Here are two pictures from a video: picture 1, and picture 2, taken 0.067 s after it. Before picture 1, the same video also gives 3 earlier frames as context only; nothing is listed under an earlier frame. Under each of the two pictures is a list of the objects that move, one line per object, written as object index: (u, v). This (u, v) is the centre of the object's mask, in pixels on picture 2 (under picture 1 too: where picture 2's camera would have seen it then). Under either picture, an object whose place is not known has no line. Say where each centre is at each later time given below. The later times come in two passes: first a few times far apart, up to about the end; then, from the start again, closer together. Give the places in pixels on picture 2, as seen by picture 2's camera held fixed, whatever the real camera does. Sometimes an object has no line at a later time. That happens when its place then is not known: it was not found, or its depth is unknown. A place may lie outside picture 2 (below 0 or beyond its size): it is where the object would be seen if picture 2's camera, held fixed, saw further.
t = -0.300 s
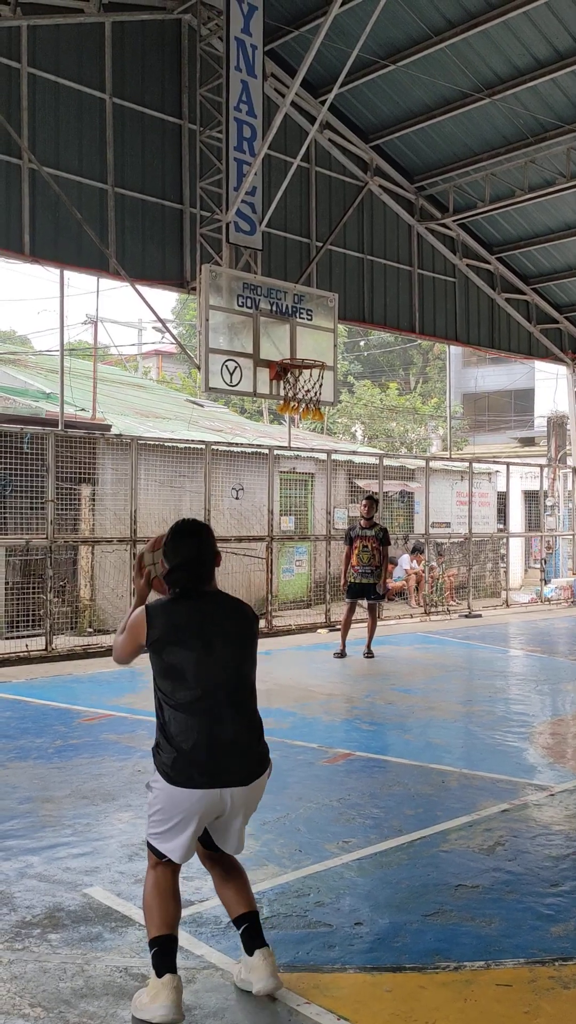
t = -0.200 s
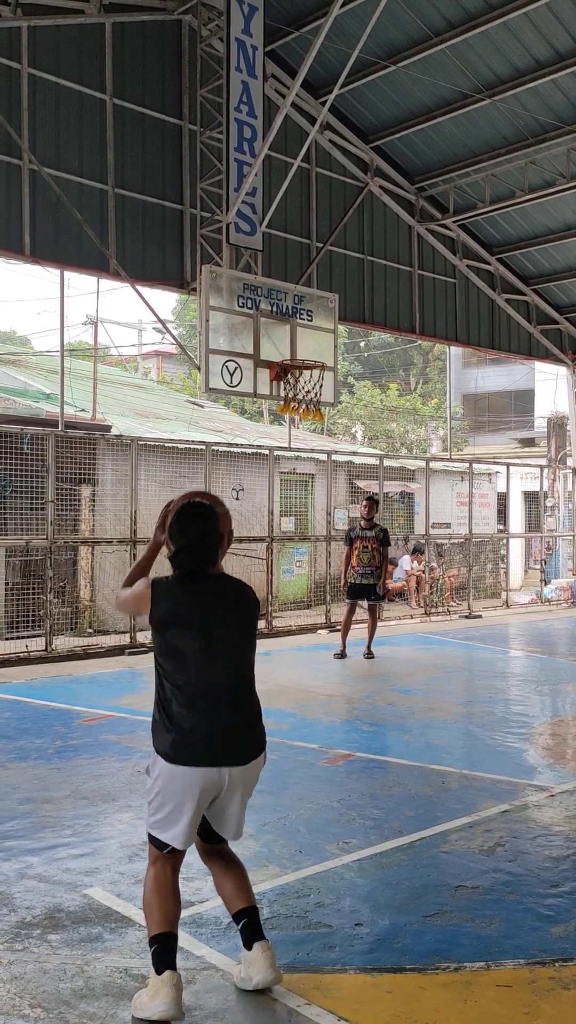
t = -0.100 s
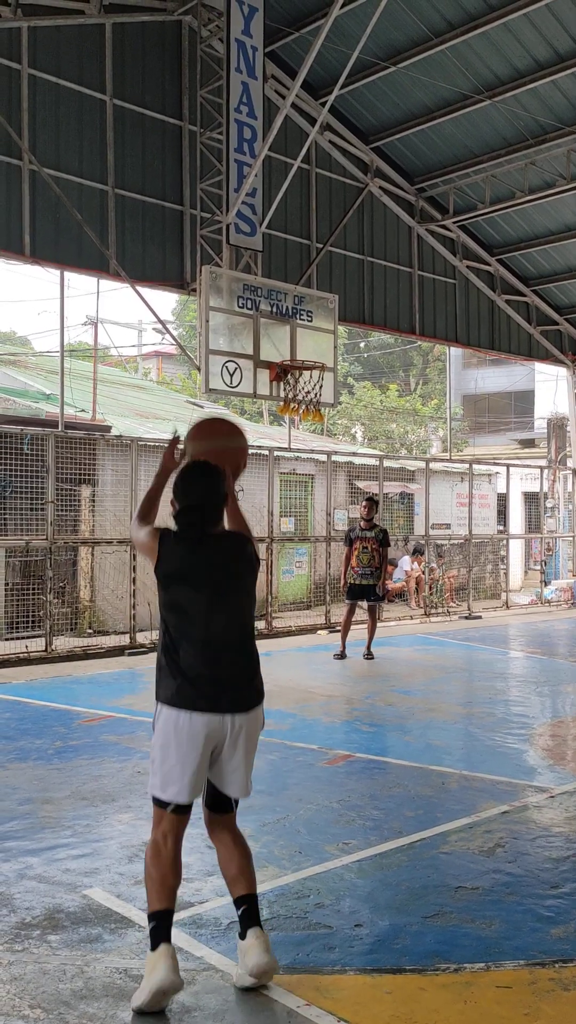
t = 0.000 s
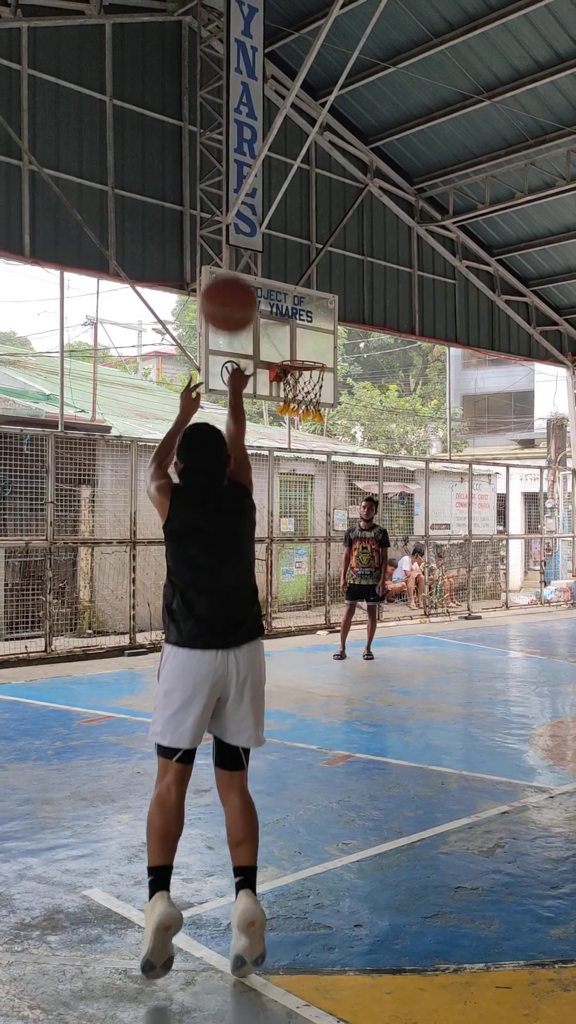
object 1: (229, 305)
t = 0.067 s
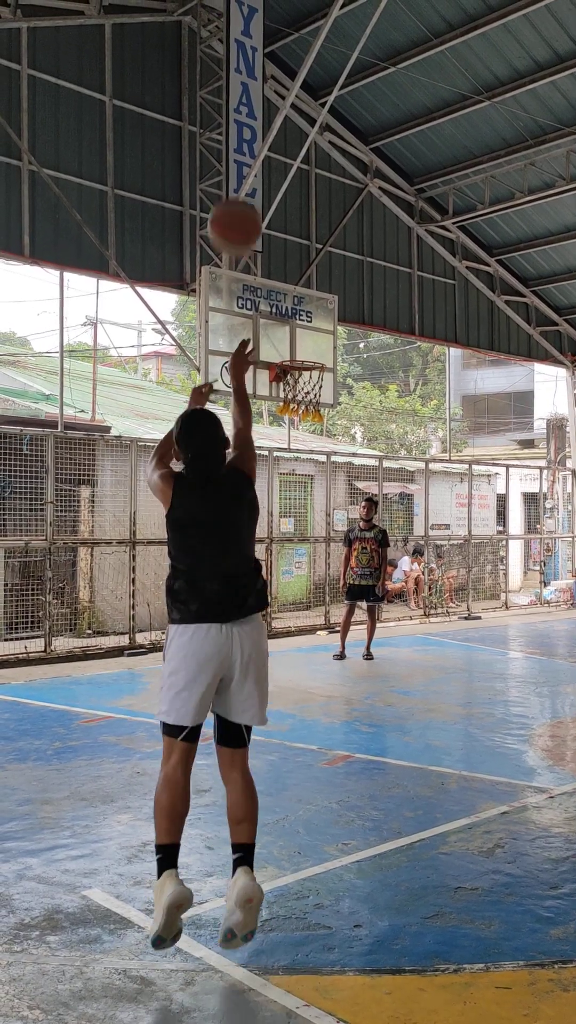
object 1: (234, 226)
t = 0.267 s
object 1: (252, 99)
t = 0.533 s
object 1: (266, 76)
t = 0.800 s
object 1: (275, 147)
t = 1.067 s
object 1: (280, 269)
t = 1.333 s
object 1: (308, 333)
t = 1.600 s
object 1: (367, 330)
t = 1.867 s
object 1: (418, 387)
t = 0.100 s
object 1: (238, 196)
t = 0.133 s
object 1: (241, 170)
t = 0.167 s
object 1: (244, 147)
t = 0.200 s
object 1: (247, 128)
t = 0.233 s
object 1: (249, 112)
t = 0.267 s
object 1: (252, 99)
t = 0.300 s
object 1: (254, 90)
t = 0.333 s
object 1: (256, 81)
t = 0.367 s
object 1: (258, 76)
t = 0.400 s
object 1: (260, 72)
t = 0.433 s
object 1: (262, 71)
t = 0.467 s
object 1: (263, 71)
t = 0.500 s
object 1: (264, 73)
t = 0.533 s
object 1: (266, 76)
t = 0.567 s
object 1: (267, 82)
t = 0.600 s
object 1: (268, 88)
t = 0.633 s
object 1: (269, 95)
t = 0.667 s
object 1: (270, 103)
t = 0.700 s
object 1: (272, 113)
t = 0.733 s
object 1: (273, 124)
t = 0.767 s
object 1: (274, 135)
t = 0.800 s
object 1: (275, 147)
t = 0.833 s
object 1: (276, 160)
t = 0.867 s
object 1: (276, 174)
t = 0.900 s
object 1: (277, 189)
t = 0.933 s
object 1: (278, 204)
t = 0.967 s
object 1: (278, 219)
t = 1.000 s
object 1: (279, 236)
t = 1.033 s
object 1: (279, 252)
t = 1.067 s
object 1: (280, 269)
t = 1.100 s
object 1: (281, 287)
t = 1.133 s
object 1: (282, 305)
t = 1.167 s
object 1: (281, 324)
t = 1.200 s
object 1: (282, 343)
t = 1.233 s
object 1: (285, 352)
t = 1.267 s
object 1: (293, 345)
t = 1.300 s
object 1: (301, 338)
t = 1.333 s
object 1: (308, 333)
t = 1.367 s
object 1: (316, 329)
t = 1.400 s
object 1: (324, 326)
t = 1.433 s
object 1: (331, 324)
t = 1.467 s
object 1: (339, 323)
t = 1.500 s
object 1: (346, 324)
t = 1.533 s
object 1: (353, 325)
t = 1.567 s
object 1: (360, 328)
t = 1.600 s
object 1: (367, 330)
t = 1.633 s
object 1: (374, 334)
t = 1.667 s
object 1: (380, 339)
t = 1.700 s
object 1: (387, 345)
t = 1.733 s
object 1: (394, 352)
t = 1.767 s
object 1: (400, 359)
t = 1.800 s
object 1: (406, 369)
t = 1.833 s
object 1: (411, 378)
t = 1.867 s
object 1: (418, 387)
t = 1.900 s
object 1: (423, 399)
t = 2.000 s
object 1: (440, 437)
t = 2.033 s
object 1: (446, 451)
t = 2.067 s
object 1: (451, 466)
